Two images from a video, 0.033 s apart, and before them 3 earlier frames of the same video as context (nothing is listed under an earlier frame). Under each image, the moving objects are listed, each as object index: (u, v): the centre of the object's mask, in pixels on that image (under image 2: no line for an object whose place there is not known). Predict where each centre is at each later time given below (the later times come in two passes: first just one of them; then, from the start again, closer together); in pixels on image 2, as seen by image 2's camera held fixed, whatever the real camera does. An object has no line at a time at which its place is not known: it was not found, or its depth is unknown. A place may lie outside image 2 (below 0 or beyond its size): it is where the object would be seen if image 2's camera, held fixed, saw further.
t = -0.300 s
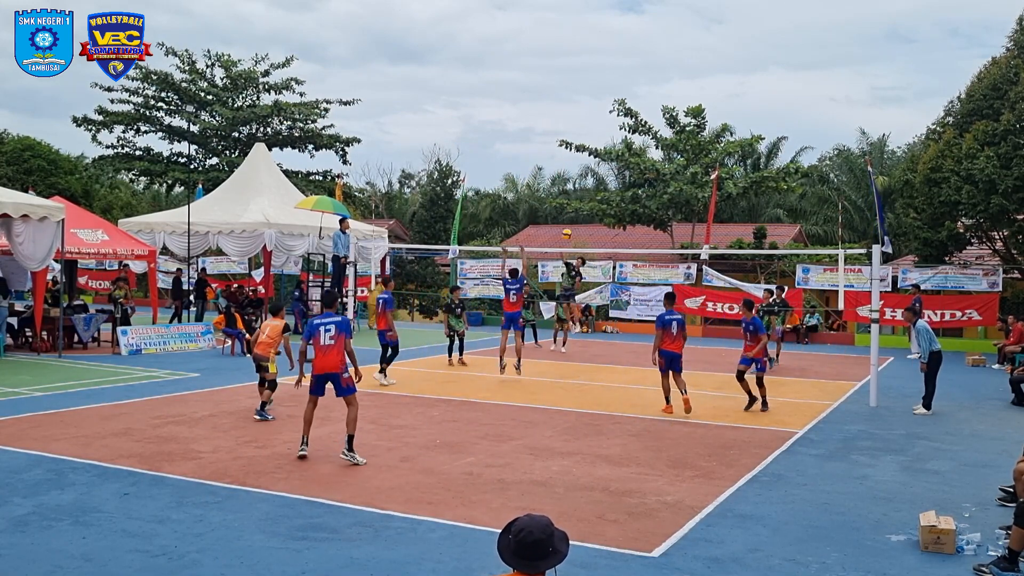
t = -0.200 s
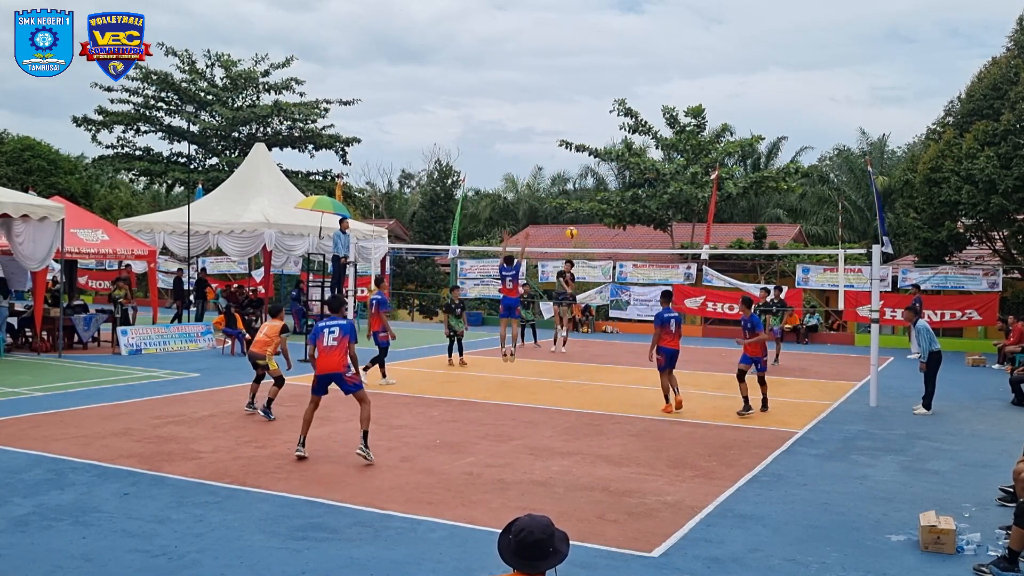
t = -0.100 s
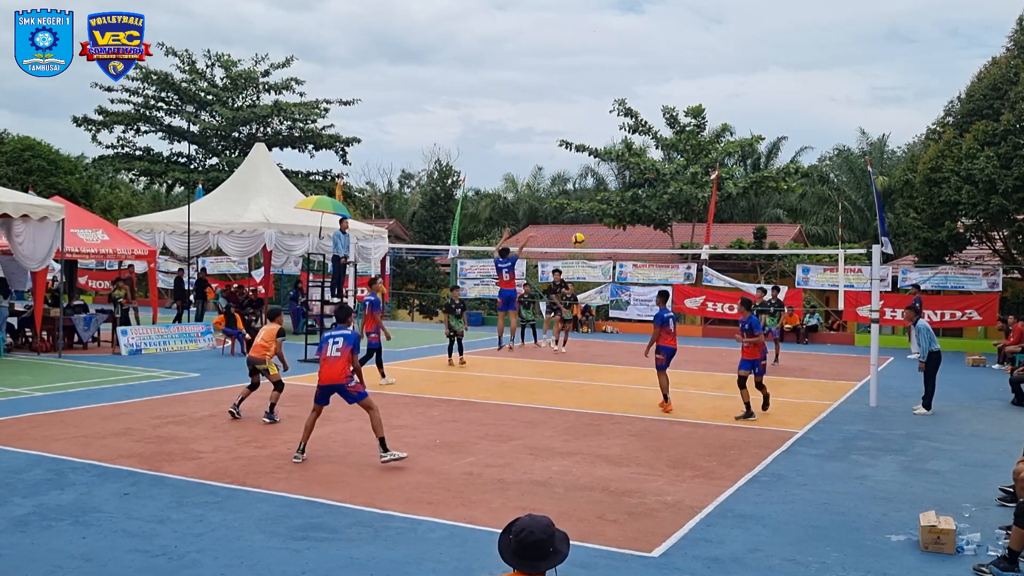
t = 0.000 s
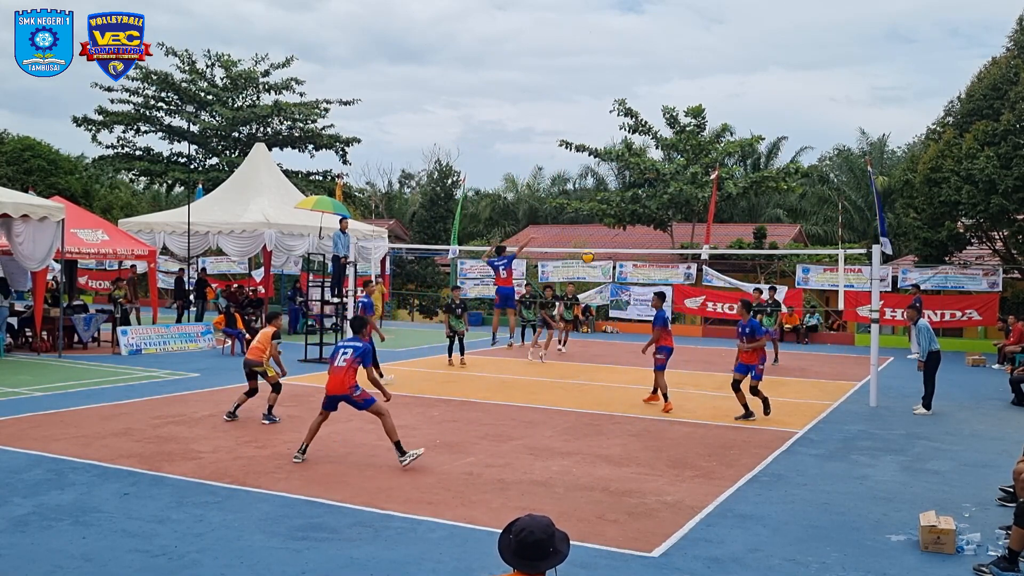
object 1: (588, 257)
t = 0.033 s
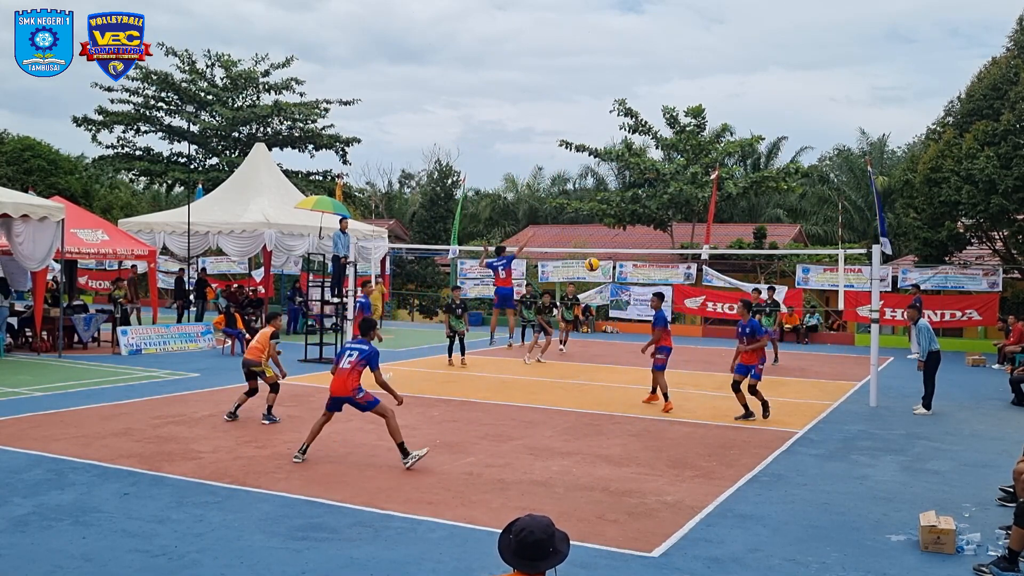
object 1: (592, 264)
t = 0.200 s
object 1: (620, 334)
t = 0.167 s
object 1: (613, 316)
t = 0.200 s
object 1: (620, 334)
